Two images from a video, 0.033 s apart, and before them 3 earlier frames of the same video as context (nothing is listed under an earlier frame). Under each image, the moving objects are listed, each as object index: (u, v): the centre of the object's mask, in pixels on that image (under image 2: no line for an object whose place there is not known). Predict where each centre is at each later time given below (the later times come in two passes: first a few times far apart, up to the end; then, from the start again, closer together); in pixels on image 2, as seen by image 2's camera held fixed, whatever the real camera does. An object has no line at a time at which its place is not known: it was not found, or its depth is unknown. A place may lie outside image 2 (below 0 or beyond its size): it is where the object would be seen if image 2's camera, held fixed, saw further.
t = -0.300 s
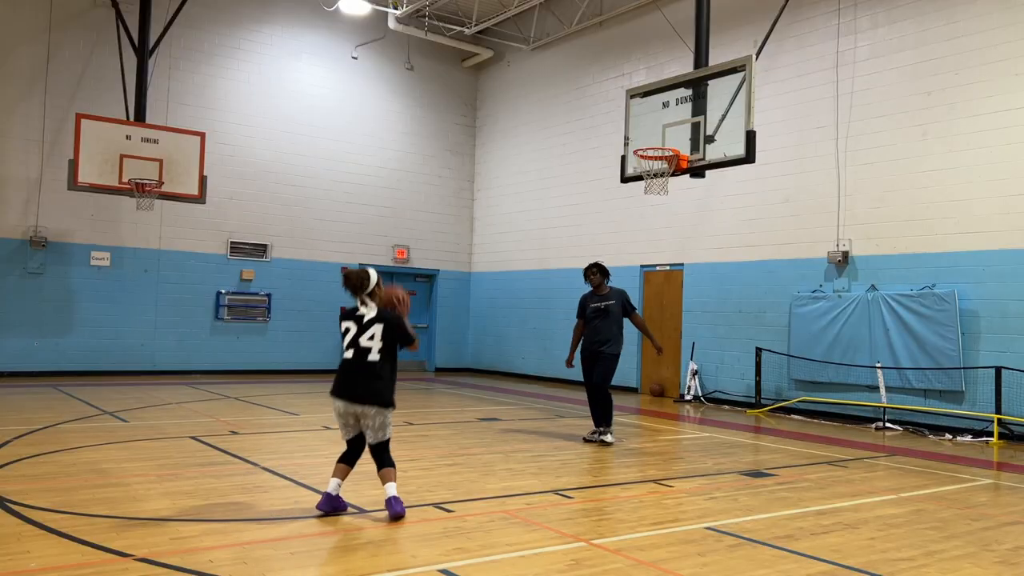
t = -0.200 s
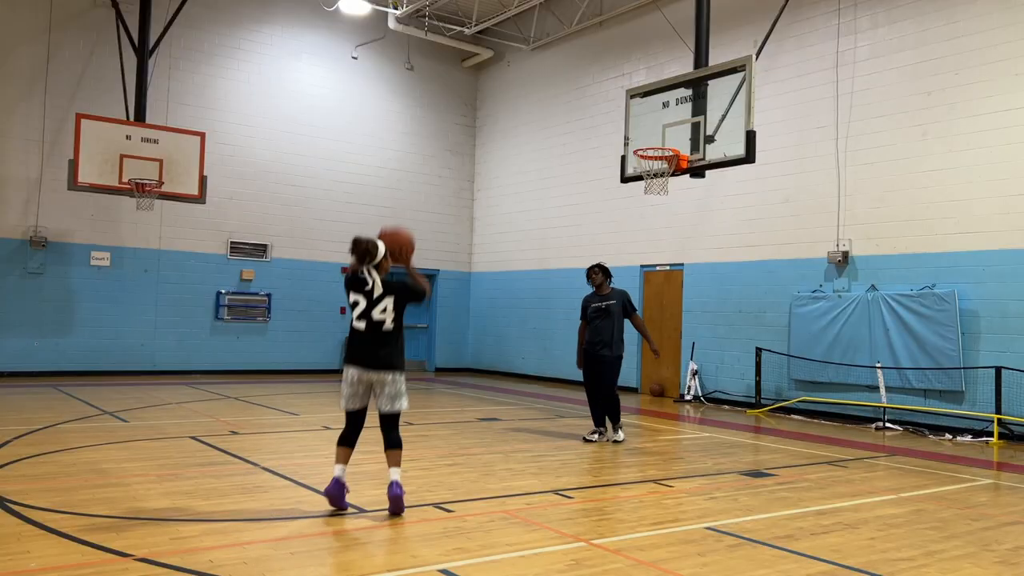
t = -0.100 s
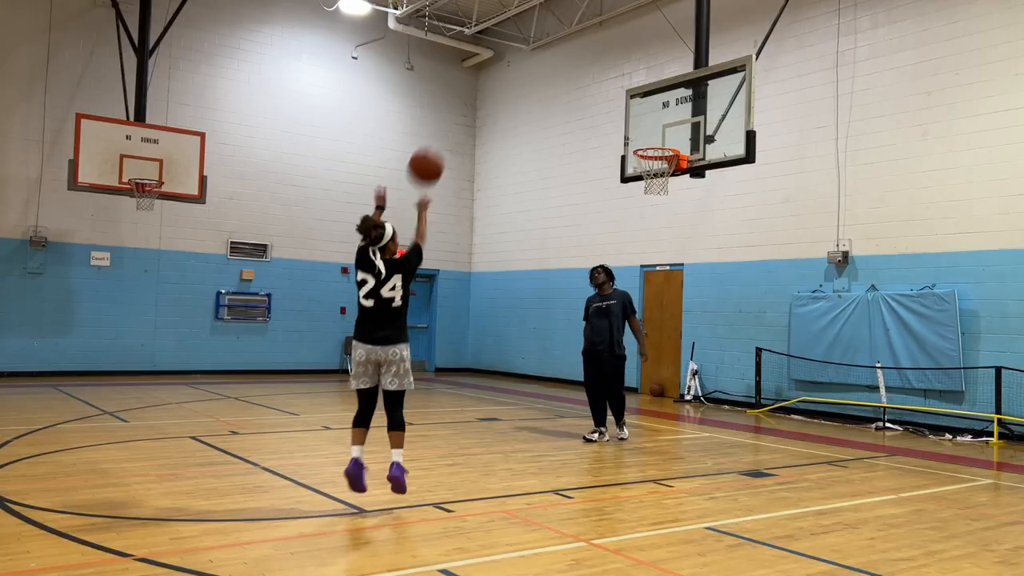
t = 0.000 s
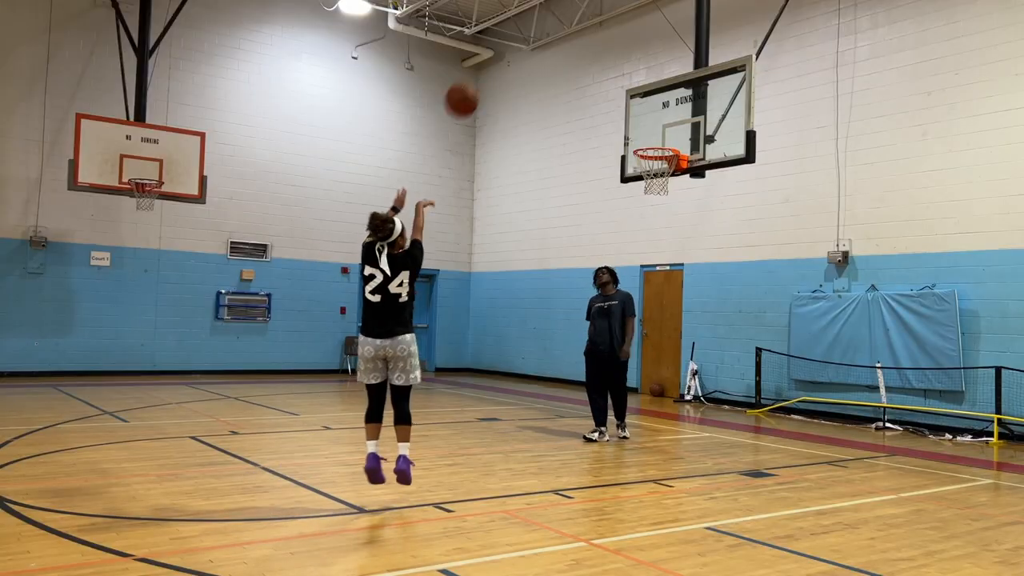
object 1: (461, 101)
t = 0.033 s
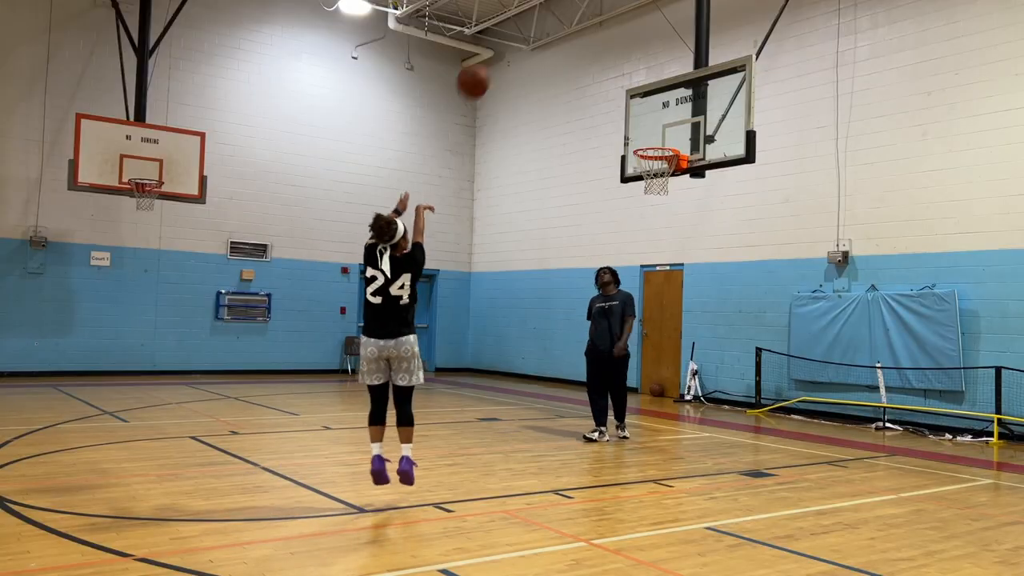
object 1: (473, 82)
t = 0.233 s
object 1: (530, 14)
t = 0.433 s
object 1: (576, 7)
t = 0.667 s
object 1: (620, 40)
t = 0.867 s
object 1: (649, 106)
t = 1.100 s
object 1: (641, 163)
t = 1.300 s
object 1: (645, 170)
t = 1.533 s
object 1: (659, 202)
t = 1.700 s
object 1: (668, 251)
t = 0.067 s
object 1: (484, 65)
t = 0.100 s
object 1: (494, 51)
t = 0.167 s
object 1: (513, 30)
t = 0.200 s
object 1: (523, 21)
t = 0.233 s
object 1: (530, 14)
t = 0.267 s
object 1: (539, 11)
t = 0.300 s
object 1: (547, 9)
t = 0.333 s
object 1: (555, 7)
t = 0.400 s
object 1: (569, 7)
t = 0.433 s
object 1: (576, 7)
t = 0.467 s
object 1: (583, 8)
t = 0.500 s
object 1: (590, 9)
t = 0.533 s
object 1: (596, 12)
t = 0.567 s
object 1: (603, 17)
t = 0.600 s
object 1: (608, 24)
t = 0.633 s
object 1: (614, 31)
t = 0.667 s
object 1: (620, 40)
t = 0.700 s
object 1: (625, 49)
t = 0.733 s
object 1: (630, 58)
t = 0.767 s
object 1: (635, 69)
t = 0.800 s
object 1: (640, 80)
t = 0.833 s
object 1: (645, 93)
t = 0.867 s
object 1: (649, 106)
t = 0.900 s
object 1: (654, 120)
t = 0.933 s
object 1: (658, 134)
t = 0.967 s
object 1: (662, 143)
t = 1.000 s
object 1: (657, 157)
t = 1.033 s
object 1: (649, 162)
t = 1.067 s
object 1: (644, 165)
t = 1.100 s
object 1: (641, 163)
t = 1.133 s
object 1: (640, 162)
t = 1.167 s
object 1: (641, 162)
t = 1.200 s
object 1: (641, 163)
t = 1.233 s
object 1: (643, 166)
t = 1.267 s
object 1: (644, 169)
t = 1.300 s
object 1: (645, 170)
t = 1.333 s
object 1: (647, 174)
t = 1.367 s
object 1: (649, 177)
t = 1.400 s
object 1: (652, 180)
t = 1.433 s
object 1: (654, 183)
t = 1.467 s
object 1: (655, 189)
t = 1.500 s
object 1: (657, 198)
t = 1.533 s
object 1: (659, 202)
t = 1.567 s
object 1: (661, 210)
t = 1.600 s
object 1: (663, 219)
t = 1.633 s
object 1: (665, 229)
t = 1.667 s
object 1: (666, 239)
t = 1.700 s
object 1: (668, 251)
